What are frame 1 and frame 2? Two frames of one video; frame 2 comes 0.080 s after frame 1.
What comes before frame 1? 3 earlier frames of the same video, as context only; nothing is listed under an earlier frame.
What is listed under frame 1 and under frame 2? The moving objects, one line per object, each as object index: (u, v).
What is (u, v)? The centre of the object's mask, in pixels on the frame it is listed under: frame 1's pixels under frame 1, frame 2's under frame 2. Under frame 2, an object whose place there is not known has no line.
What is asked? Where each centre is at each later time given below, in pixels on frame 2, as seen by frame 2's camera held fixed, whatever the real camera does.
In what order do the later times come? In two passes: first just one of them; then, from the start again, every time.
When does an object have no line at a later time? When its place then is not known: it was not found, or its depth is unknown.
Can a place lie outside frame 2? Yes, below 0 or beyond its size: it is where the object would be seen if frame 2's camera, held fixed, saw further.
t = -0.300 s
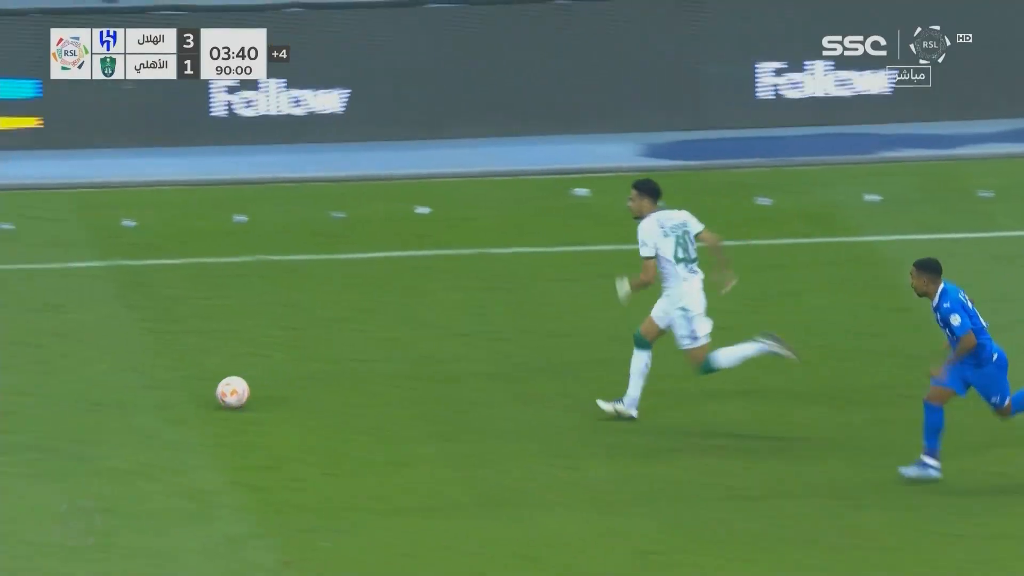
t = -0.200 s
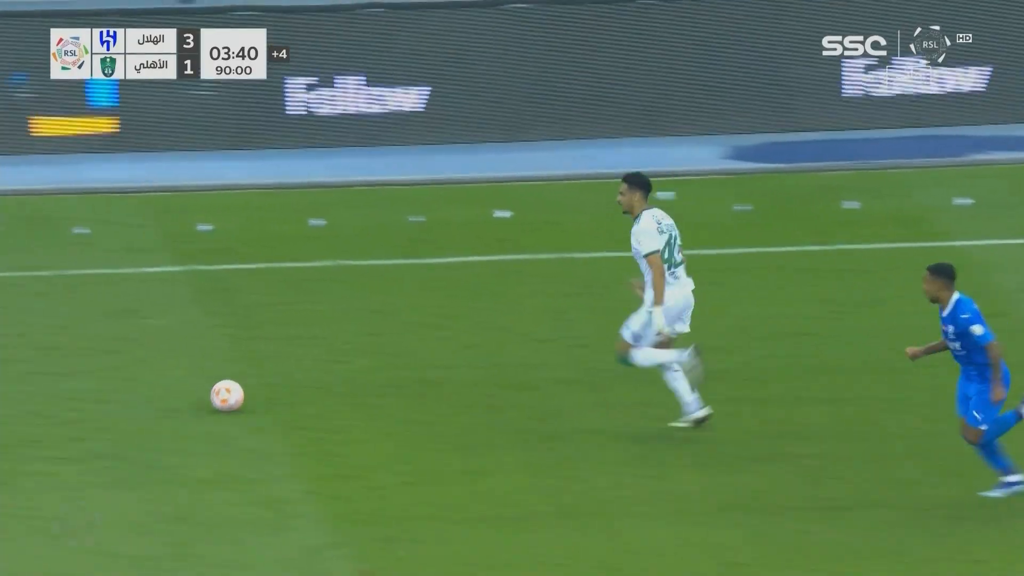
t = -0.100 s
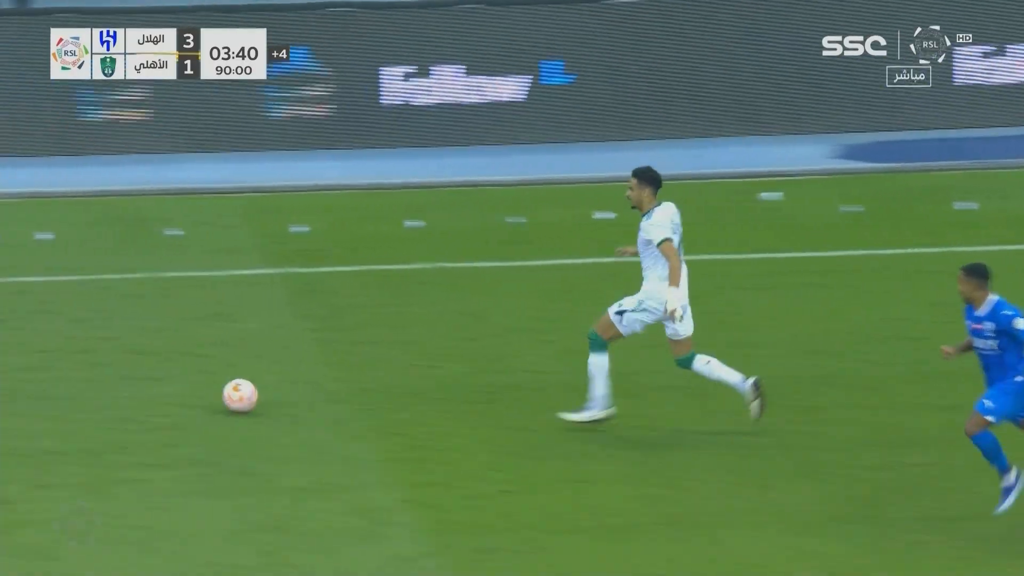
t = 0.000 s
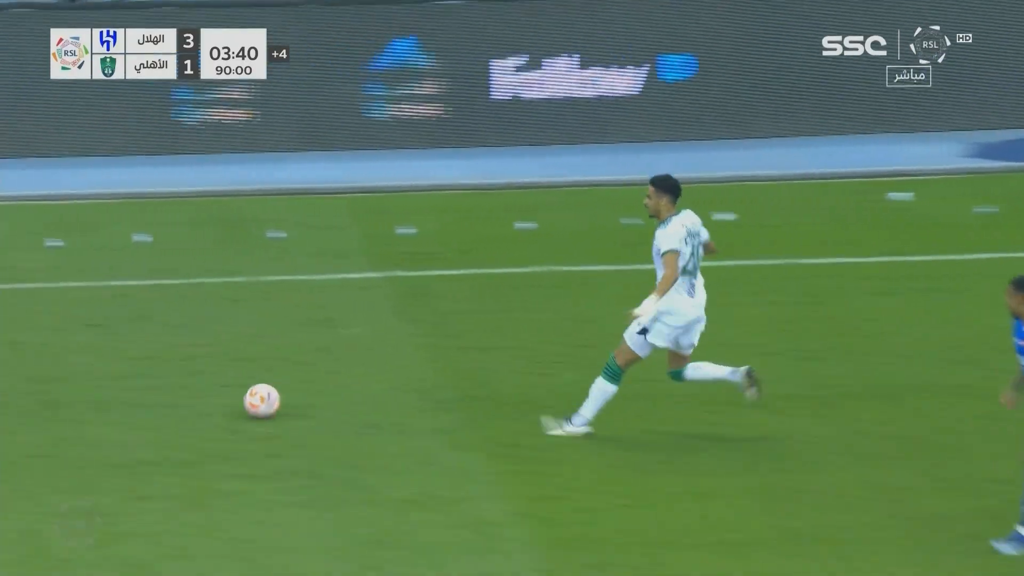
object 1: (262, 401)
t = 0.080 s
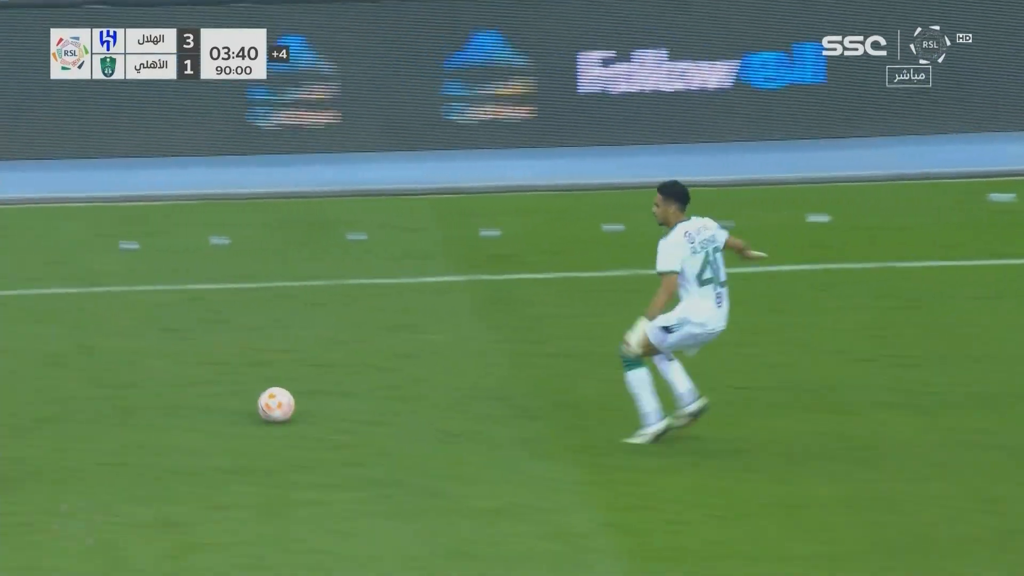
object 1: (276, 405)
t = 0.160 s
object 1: (213, 403)
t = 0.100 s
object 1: (260, 405)
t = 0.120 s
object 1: (245, 404)
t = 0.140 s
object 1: (228, 404)
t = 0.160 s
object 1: (213, 403)
